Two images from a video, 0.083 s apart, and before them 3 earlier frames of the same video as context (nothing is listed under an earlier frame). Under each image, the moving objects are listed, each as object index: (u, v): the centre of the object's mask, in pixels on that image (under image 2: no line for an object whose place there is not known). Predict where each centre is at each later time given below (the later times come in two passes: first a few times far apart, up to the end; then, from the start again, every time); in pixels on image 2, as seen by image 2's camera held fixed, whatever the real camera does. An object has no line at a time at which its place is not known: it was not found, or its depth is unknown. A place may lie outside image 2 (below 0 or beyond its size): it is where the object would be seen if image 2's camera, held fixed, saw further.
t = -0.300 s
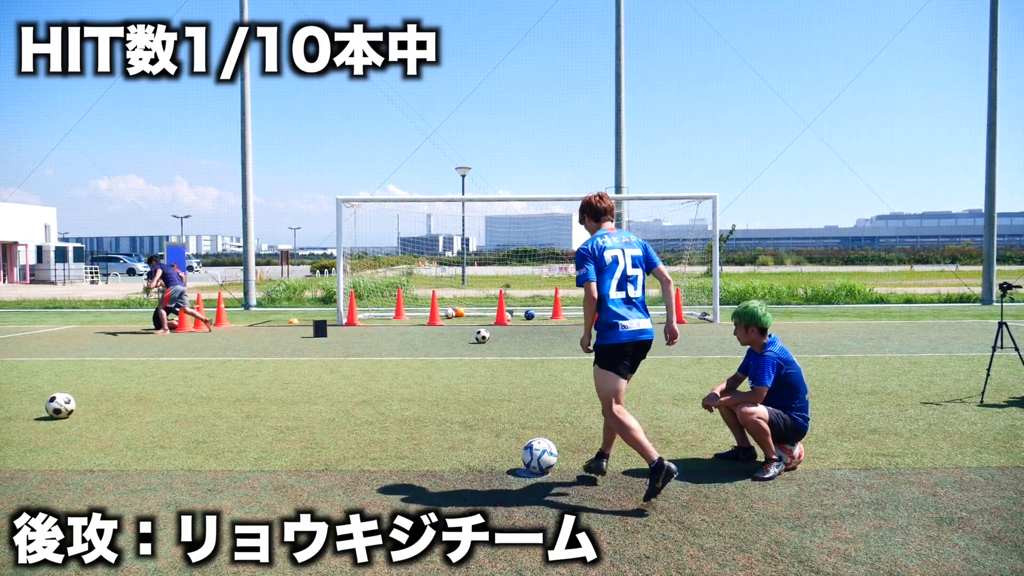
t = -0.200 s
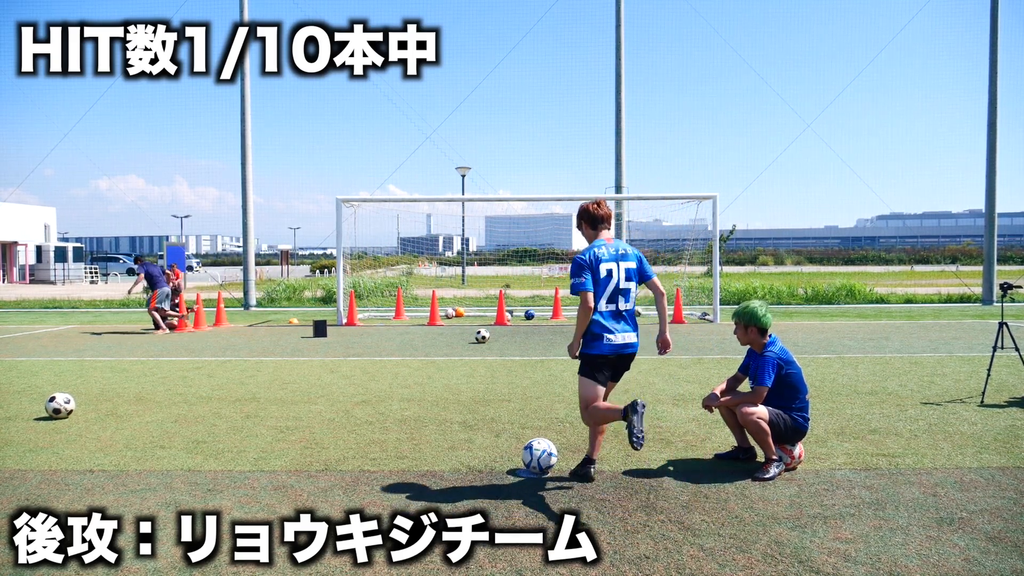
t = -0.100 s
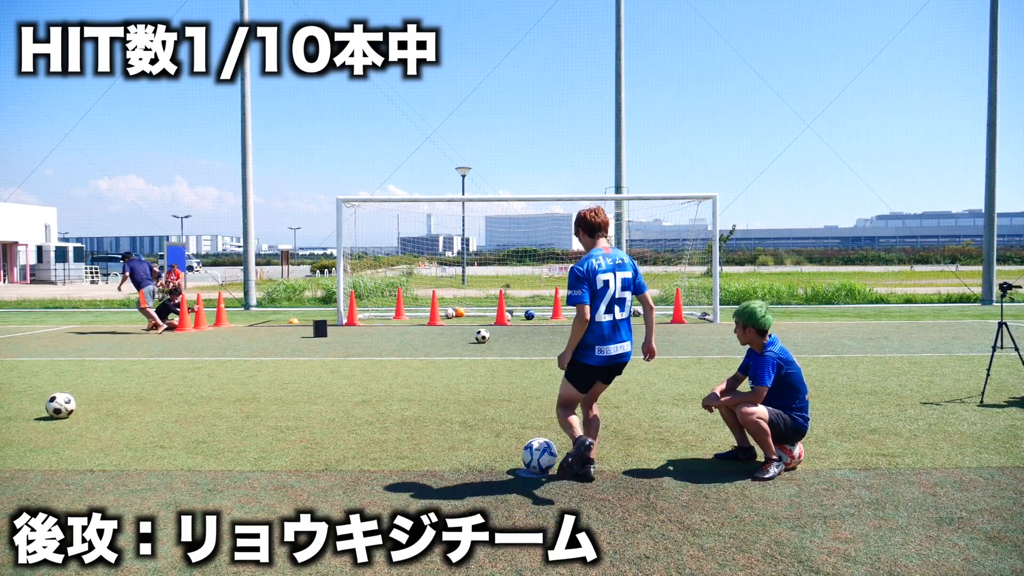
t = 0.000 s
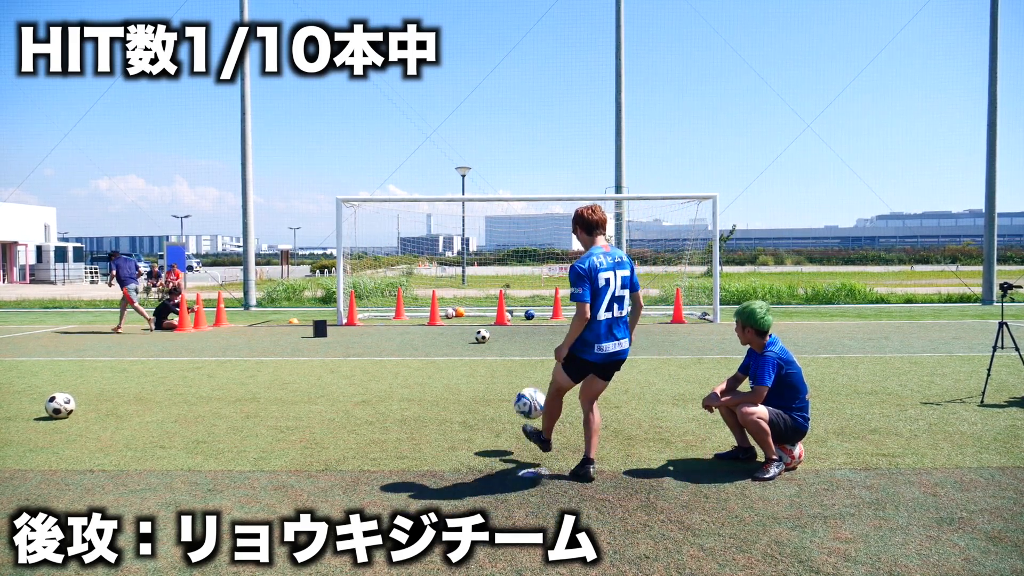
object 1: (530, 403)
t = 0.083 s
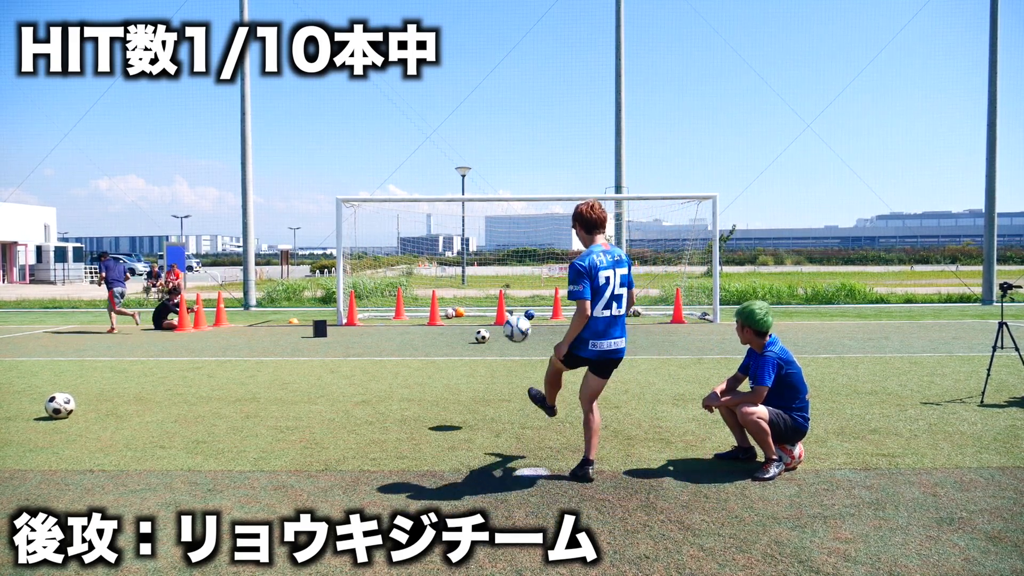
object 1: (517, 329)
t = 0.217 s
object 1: (503, 258)
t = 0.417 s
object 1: (490, 215)
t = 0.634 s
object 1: (482, 214)
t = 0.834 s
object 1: (476, 237)
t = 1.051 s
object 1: (472, 280)
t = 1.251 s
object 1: (469, 307)
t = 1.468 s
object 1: (469, 271)
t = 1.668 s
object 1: (469, 261)
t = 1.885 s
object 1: (465, 267)
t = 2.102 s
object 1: (461, 293)
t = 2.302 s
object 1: (462, 303)
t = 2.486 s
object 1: (464, 309)
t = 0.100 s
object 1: (515, 317)
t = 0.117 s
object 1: (513, 307)
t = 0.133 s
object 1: (511, 296)
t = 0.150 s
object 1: (509, 287)
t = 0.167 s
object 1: (507, 279)
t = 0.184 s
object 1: (506, 271)
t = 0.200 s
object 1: (505, 264)
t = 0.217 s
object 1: (503, 258)
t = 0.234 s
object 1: (502, 252)
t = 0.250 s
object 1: (501, 246)
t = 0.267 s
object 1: (500, 241)
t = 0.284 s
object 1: (499, 237)
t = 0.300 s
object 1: (498, 232)
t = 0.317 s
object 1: (497, 229)
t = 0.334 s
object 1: (496, 225)
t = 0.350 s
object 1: (495, 223)
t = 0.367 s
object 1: (494, 220)
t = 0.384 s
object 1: (493, 218)
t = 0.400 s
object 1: (492, 217)
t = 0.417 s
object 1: (490, 215)
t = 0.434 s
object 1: (490, 213)
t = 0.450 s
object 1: (489, 212)
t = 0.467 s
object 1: (488, 211)
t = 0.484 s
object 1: (488, 210)
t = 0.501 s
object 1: (487, 209)
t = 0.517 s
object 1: (487, 209)
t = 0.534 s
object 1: (486, 209)
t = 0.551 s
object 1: (485, 210)
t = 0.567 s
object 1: (485, 210)
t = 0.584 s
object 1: (484, 211)
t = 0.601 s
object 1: (483, 211)
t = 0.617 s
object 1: (482, 212)
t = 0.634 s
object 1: (482, 214)
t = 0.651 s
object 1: (481, 215)
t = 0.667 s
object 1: (480, 216)
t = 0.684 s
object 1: (481, 218)
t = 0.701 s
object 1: (480, 219)
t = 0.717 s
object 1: (480, 221)
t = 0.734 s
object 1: (480, 223)
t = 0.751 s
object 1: (479, 225)
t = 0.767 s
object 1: (479, 228)
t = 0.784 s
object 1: (478, 230)
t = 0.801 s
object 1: (477, 233)
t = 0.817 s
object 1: (477, 235)
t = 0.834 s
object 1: (476, 237)
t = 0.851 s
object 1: (476, 240)
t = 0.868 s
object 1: (475, 243)
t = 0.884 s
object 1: (474, 246)
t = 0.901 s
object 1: (475, 249)
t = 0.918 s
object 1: (475, 252)
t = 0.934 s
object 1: (475, 254)
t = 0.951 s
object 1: (474, 259)
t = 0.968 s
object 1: (474, 262)
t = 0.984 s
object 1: (473, 266)
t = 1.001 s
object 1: (473, 269)
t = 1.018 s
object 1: (472, 273)
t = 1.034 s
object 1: (472, 277)
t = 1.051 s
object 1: (472, 280)
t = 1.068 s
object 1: (472, 284)
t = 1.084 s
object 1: (471, 288)
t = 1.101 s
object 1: (471, 292)
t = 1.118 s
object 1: (470, 295)
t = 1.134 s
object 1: (470, 300)
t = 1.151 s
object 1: (470, 304)
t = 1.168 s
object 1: (469, 308)
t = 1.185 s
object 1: (469, 312)
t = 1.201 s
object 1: (469, 316)
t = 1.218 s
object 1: (469, 314)
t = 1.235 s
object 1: (469, 311)
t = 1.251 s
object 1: (469, 307)
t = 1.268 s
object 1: (469, 303)
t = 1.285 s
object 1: (469, 300)
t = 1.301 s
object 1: (469, 297)
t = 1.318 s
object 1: (469, 293)
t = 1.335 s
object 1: (469, 291)
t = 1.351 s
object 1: (469, 288)
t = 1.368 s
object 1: (469, 285)
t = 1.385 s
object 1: (469, 282)
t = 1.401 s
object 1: (469, 280)
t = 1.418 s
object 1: (470, 278)
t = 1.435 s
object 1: (469, 276)
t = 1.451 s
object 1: (470, 273)
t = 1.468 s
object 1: (469, 271)
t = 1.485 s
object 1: (470, 270)
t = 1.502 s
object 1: (470, 268)
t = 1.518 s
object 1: (469, 267)
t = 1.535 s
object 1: (469, 266)
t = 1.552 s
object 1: (469, 265)
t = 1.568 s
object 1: (469, 264)
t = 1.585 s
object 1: (469, 262)
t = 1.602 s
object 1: (469, 262)
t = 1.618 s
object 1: (469, 261)
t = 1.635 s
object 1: (469, 261)
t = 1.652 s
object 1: (469, 261)
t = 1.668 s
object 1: (469, 261)
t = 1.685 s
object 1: (469, 261)
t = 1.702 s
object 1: (468, 260)
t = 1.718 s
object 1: (468, 260)
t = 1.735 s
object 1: (468, 260)
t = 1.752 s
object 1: (468, 260)
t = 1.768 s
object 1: (468, 260)
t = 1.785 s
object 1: (468, 261)
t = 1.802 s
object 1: (466, 261)
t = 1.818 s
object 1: (466, 262)
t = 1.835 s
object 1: (466, 263)
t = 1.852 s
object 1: (466, 264)
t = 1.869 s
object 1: (465, 265)
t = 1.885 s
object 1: (465, 267)
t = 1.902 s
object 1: (464, 268)
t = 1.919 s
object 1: (464, 269)
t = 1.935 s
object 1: (463, 271)
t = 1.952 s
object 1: (463, 272)
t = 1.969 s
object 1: (463, 273)
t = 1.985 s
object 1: (464, 275)
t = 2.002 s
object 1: (464, 278)
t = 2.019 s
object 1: (464, 280)
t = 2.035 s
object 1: (463, 282)
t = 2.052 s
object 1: (463, 285)
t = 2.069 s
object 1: (462, 287)
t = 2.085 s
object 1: (462, 290)
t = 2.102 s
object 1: (461, 293)
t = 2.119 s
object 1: (460, 295)
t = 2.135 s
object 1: (461, 298)
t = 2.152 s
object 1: (461, 302)
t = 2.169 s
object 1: (461, 304)
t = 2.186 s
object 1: (461, 303)
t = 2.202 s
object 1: (461, 303)
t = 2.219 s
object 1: (461, 303)
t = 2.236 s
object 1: (461, 303)
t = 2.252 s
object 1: (461, 303)
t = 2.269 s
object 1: (462, 303)
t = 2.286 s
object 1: (463, 303)
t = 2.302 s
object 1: (462, 303)
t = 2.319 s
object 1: (463, 303)
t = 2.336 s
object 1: (463, 304)
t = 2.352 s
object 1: (463, 305)
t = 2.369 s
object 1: (464, 306)
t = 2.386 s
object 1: (463, 306)
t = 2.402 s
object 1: (463, 307)
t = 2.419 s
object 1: (463, 307)
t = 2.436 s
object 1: (464, 308)
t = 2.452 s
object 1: (464, 308)
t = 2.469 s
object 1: (464, 309)
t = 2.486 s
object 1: (464, 309)
